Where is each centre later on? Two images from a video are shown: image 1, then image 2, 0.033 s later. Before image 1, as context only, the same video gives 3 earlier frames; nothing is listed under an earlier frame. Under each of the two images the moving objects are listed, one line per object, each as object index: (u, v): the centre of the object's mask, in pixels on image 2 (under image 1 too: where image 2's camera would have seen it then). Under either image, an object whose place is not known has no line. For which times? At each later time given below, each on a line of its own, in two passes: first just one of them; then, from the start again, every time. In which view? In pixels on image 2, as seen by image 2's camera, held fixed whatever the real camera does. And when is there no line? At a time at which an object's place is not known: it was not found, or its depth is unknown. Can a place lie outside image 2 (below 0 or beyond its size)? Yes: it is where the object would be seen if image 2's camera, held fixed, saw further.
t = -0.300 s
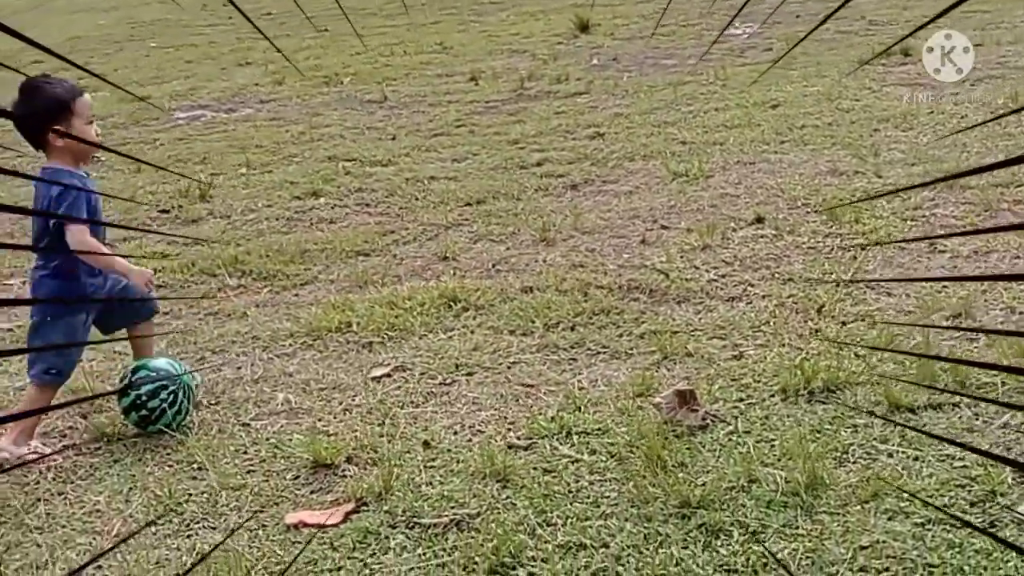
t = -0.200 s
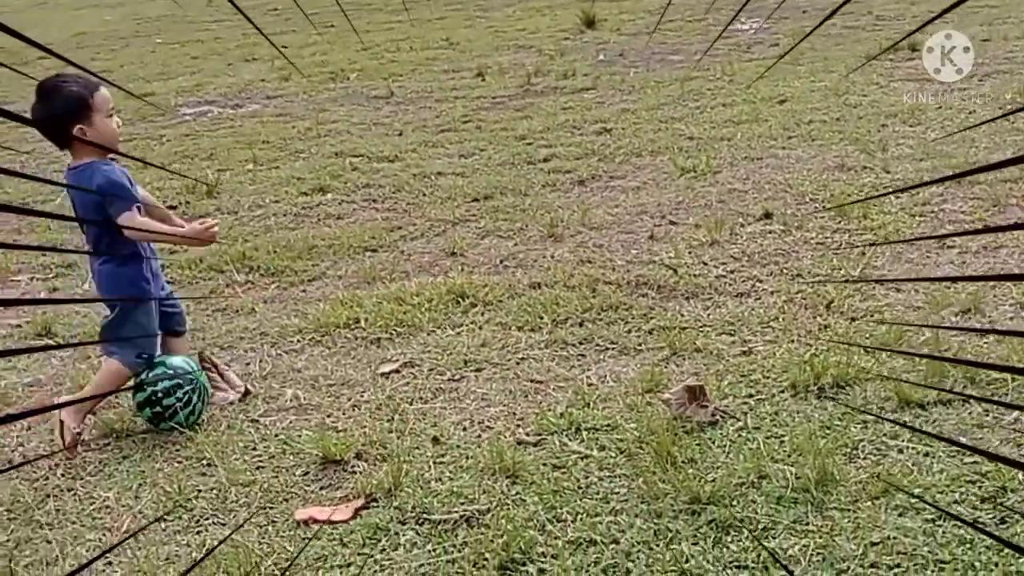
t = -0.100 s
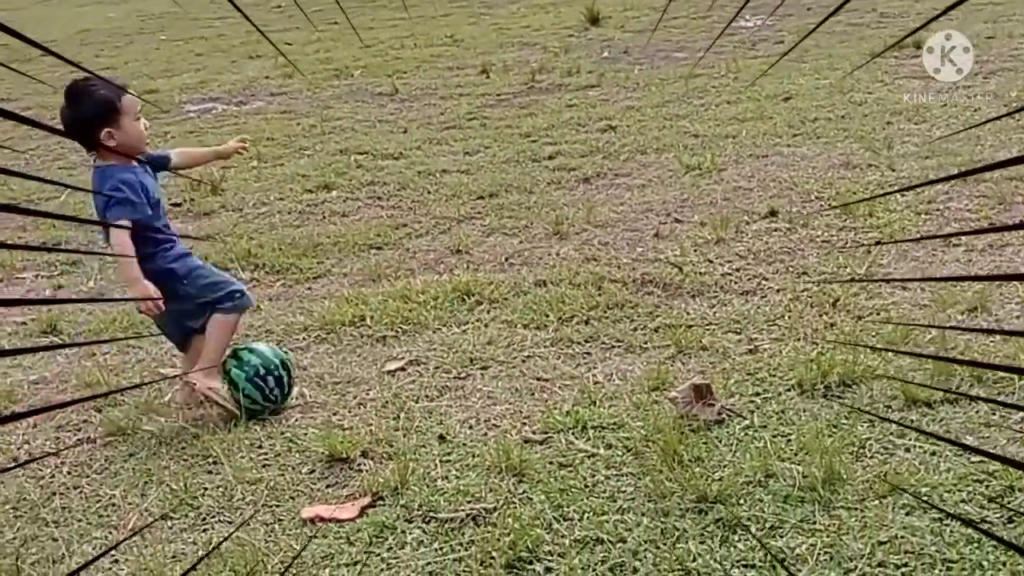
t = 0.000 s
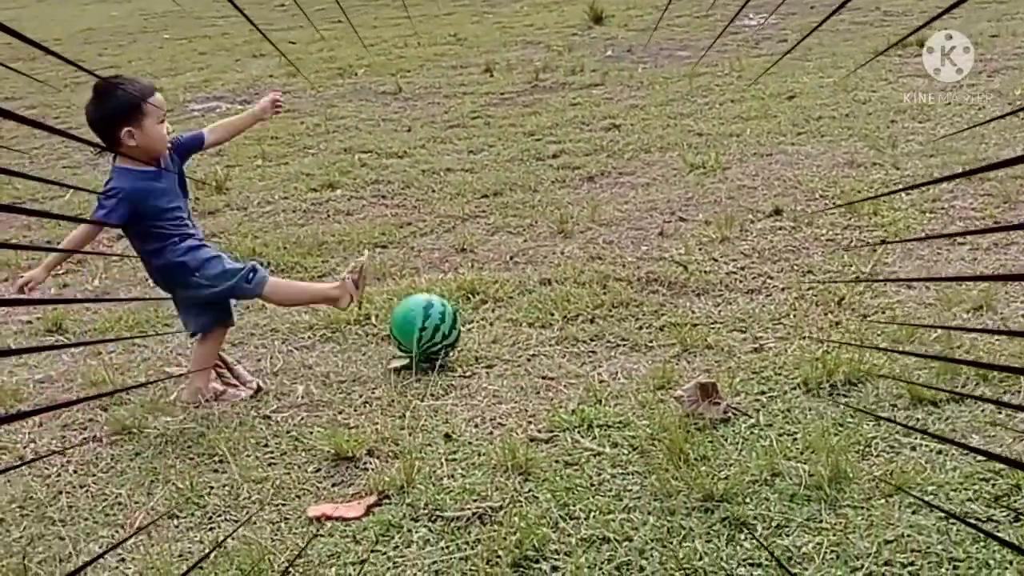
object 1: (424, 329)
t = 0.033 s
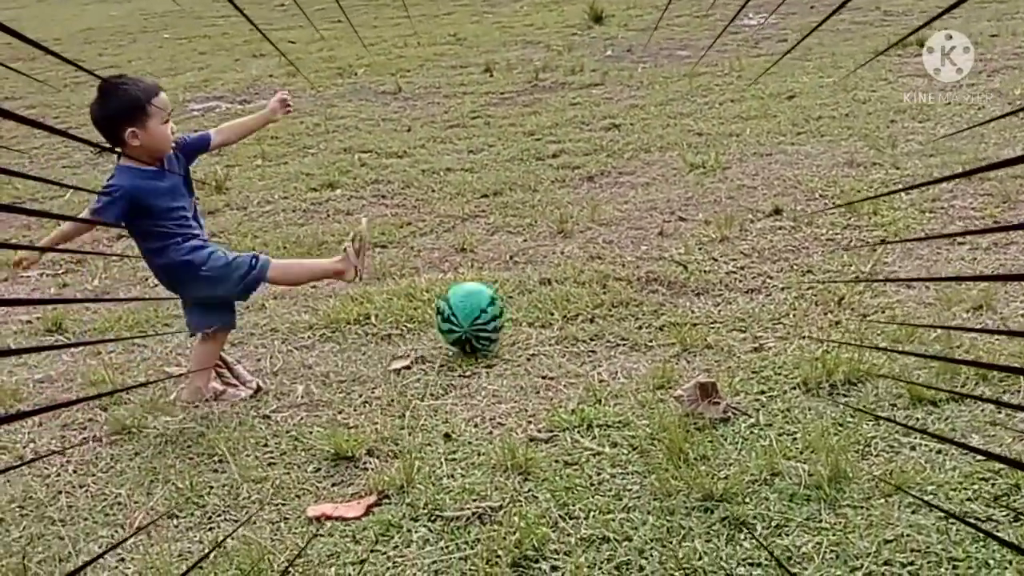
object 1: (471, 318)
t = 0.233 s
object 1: (671, 272)
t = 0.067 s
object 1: (510, 306)
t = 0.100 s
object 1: (547, 299)
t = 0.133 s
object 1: (580, 289)
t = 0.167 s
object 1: (612, 282)
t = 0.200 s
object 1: (641, 278)
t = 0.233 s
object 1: (671, 272)
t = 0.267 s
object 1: (698, 269)
